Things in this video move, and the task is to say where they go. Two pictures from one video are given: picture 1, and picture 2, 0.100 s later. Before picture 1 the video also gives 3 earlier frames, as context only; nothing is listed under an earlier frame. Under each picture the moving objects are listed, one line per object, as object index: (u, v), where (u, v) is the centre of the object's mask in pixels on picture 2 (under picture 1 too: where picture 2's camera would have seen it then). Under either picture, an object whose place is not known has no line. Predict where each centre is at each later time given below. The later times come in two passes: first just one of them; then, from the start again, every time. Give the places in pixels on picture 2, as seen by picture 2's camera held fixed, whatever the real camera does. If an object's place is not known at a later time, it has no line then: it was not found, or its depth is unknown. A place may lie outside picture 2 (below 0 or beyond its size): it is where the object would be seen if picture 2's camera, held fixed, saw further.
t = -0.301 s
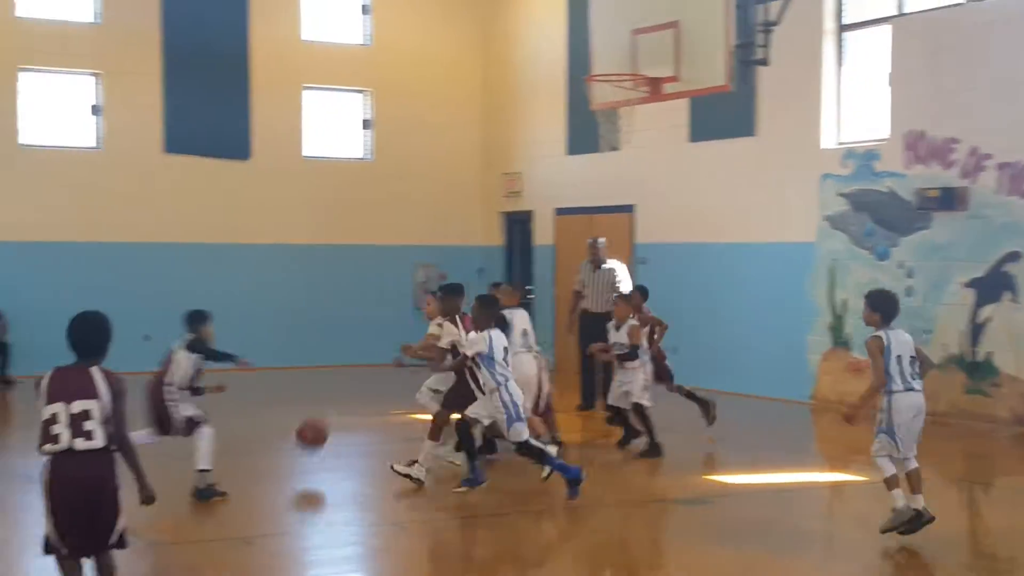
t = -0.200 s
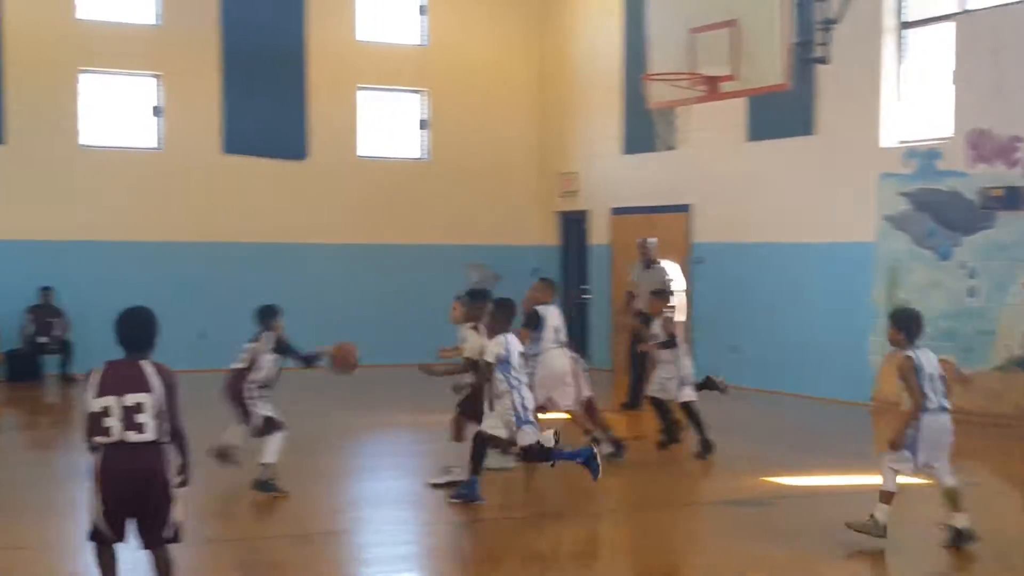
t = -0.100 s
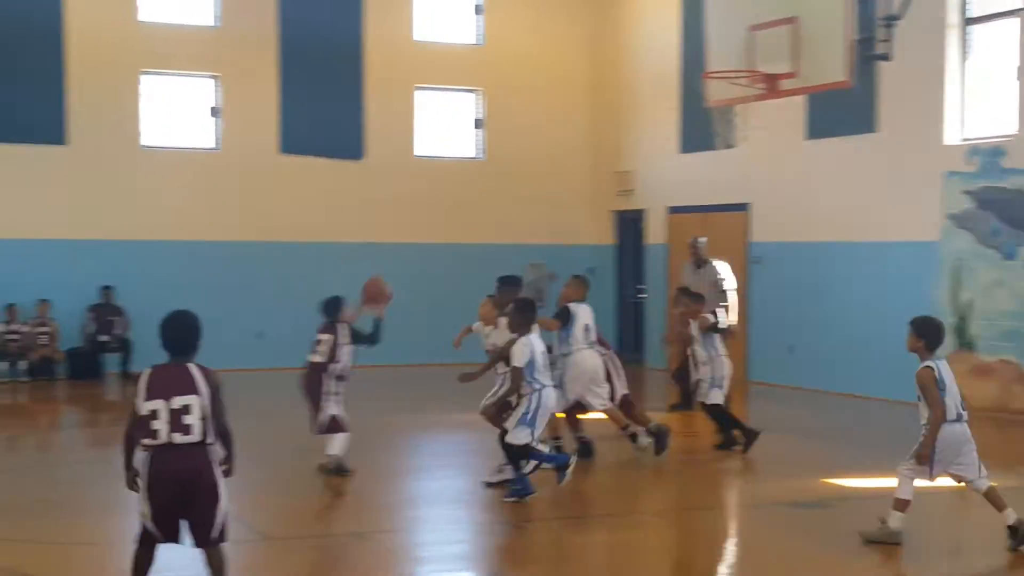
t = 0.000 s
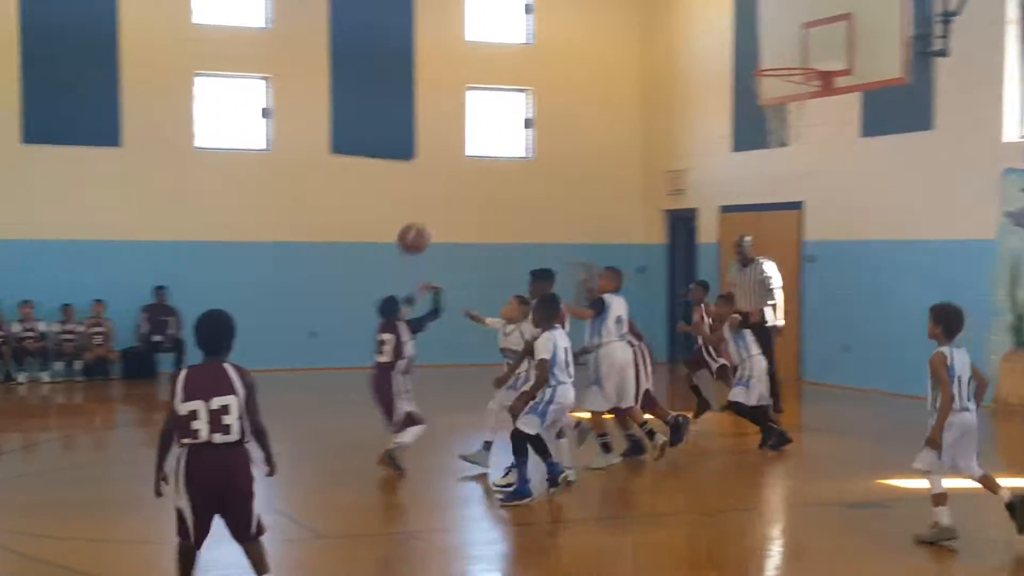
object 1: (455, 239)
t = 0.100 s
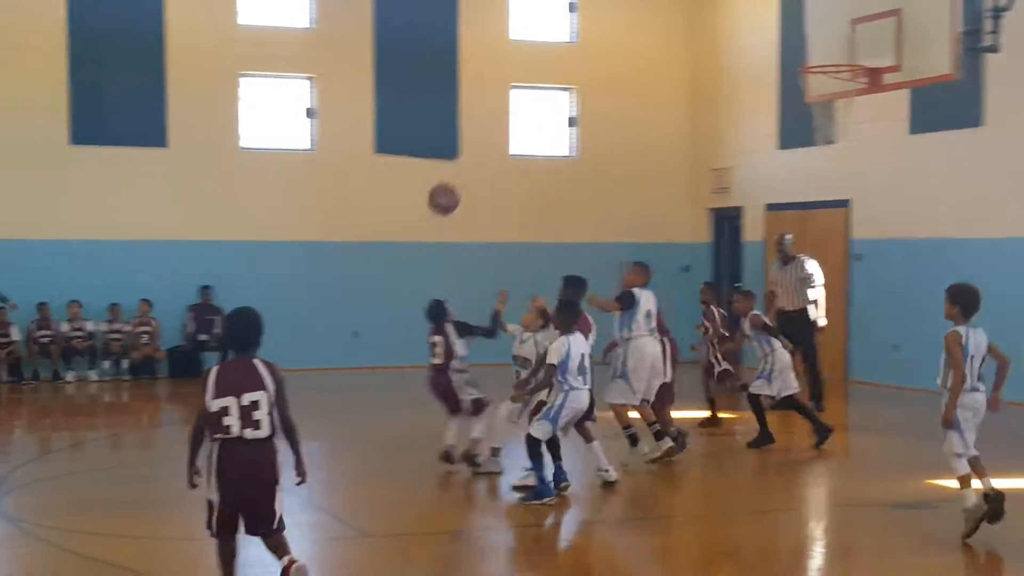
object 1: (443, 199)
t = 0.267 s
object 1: (422, 163)
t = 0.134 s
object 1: (439, 189)
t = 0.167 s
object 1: (435, 180)
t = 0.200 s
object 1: (430, 174)
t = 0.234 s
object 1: (427, 167)
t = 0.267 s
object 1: (422, 163)
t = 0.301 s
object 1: (418, 161)
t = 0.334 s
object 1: (414, 159)
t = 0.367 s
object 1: (410, 160)
